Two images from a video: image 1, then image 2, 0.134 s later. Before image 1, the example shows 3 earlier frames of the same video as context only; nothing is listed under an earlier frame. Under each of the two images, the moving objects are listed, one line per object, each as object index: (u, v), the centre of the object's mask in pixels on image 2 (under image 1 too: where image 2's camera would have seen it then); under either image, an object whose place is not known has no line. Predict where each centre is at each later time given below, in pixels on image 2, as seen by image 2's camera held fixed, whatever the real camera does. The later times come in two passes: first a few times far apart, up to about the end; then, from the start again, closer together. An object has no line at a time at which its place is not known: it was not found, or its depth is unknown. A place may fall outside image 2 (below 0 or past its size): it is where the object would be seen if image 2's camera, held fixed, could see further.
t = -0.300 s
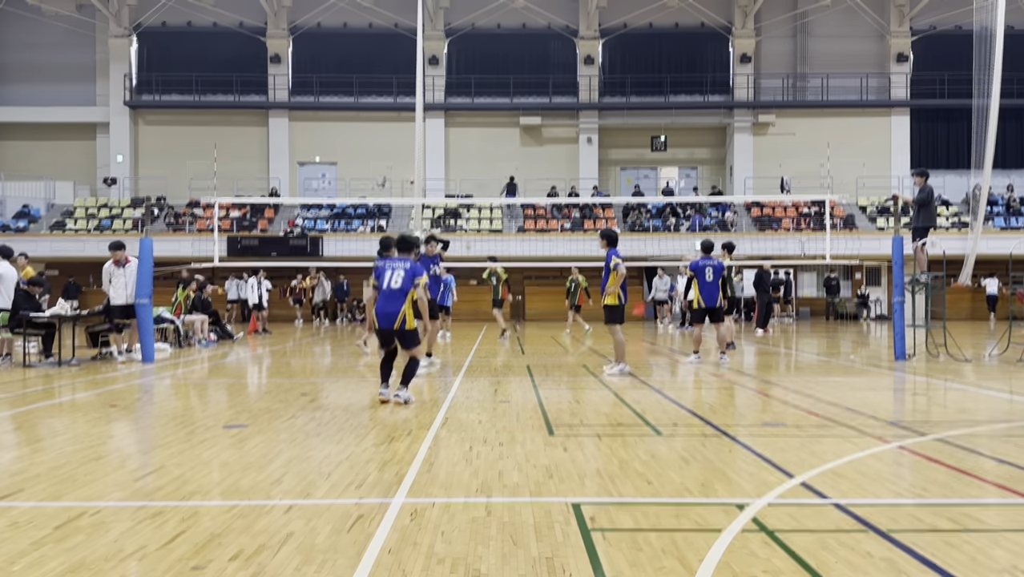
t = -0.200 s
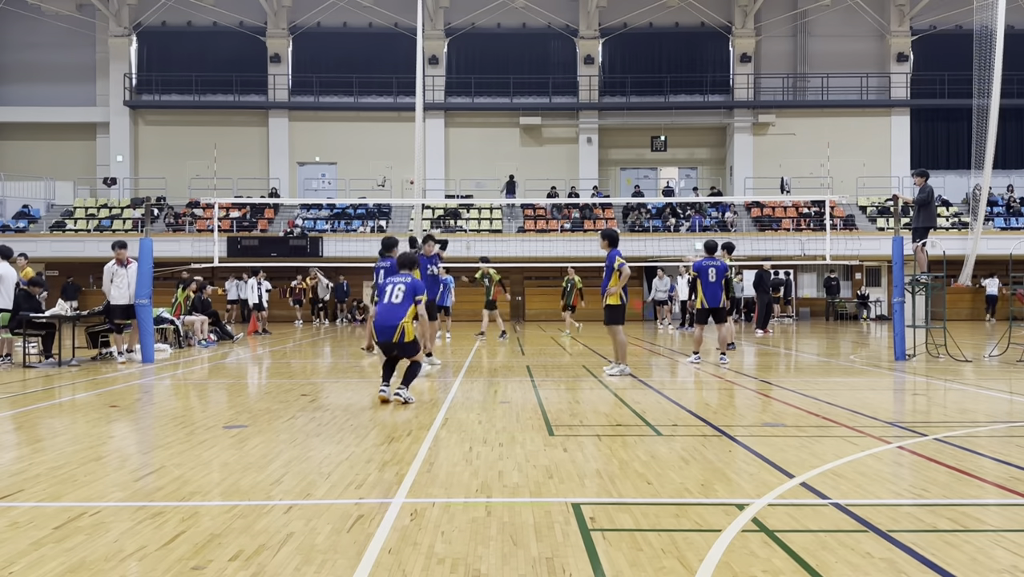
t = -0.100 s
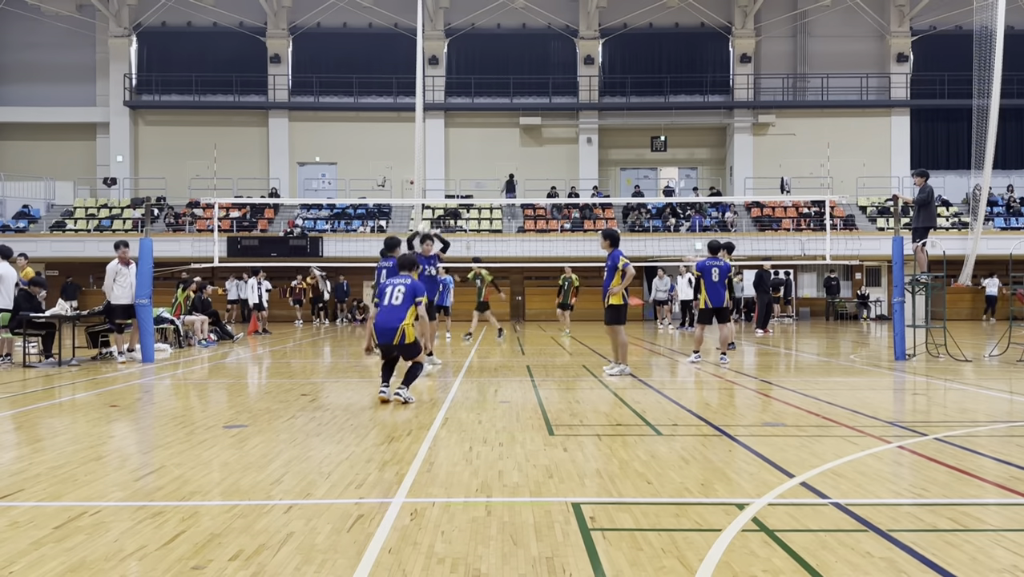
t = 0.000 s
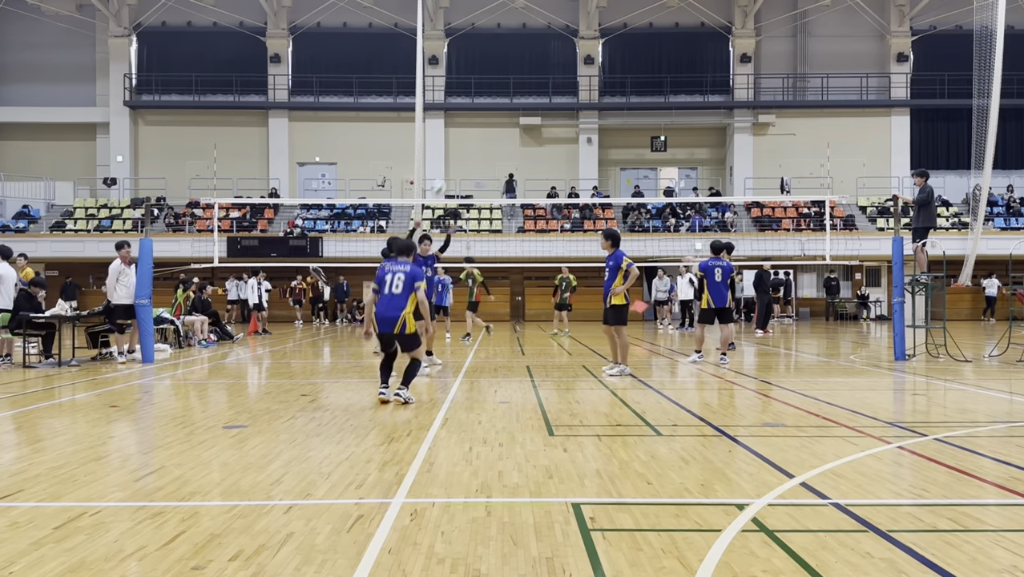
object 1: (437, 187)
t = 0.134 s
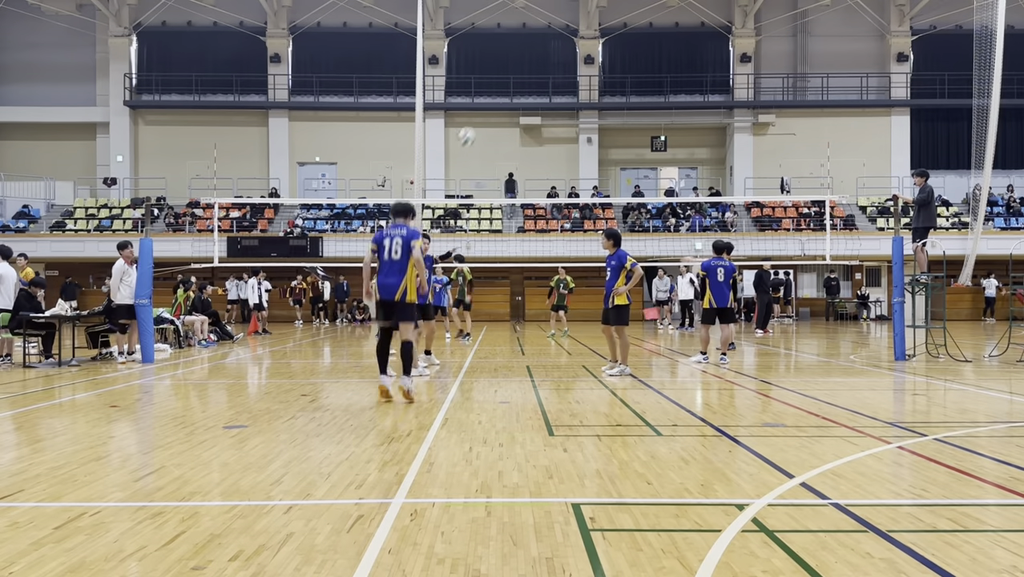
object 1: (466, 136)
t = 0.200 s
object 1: (482, 114)
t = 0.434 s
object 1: (547, 59)
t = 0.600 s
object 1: (606, 47)
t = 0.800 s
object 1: (692, 79)
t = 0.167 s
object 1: (474, 125)
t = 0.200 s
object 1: (482, 114)
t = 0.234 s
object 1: (491, 105)
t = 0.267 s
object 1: (499, 95)
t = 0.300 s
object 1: (508, 87)
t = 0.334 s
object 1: (517, 78)
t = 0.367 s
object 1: (527, 71)
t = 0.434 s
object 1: (547, 59)
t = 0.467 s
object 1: (558, 55)
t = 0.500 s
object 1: (568, 51)
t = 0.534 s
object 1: (581, 48)
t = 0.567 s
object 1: (593, 47)
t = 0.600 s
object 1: (606, 47)
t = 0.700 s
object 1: (646, 55)
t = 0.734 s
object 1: (661, 62)
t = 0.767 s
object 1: (676, 69)
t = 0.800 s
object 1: (692, 79)
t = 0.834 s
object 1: (710, 90)
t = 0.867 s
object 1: (728, 103)
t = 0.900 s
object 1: (747, 120)
